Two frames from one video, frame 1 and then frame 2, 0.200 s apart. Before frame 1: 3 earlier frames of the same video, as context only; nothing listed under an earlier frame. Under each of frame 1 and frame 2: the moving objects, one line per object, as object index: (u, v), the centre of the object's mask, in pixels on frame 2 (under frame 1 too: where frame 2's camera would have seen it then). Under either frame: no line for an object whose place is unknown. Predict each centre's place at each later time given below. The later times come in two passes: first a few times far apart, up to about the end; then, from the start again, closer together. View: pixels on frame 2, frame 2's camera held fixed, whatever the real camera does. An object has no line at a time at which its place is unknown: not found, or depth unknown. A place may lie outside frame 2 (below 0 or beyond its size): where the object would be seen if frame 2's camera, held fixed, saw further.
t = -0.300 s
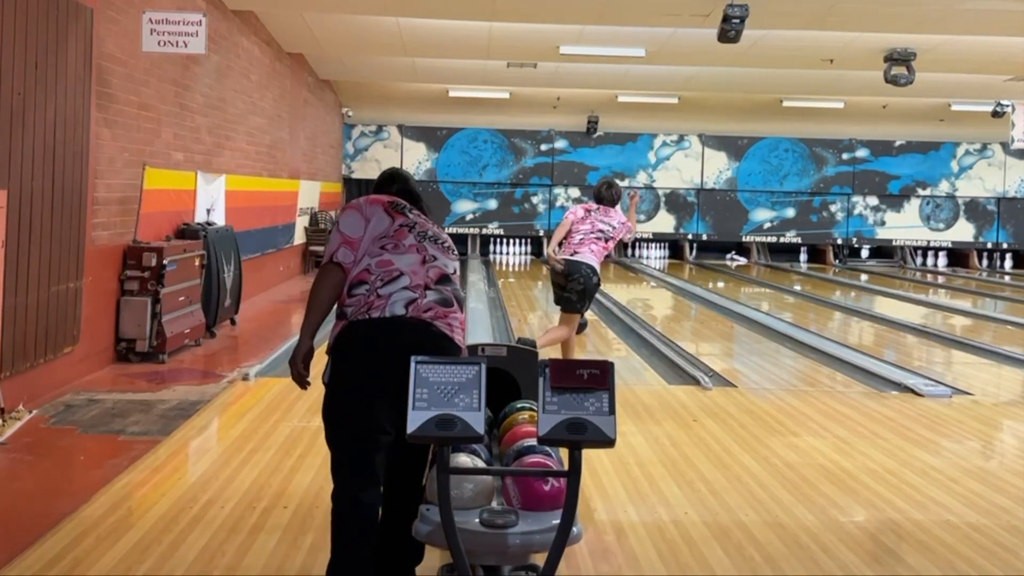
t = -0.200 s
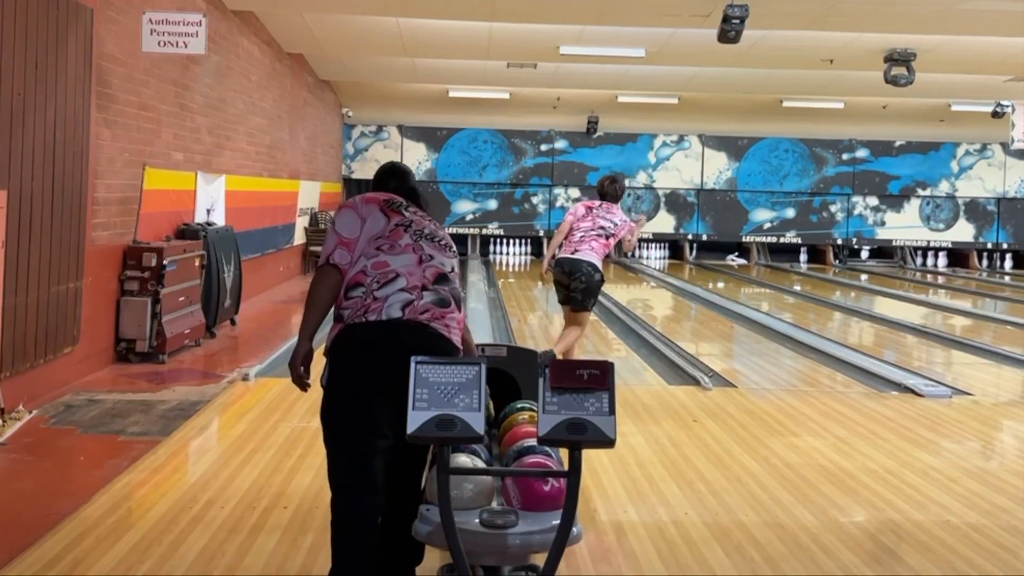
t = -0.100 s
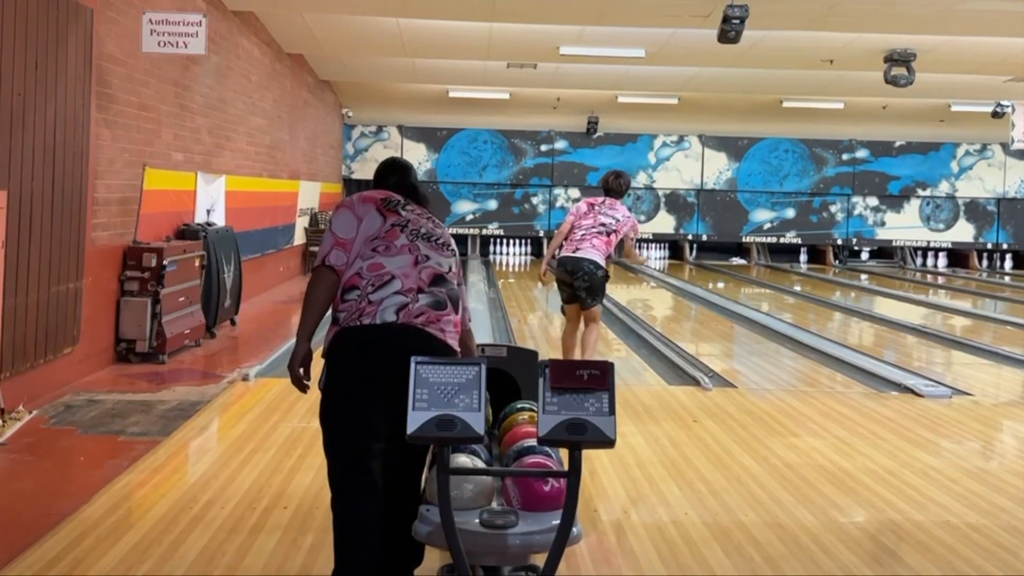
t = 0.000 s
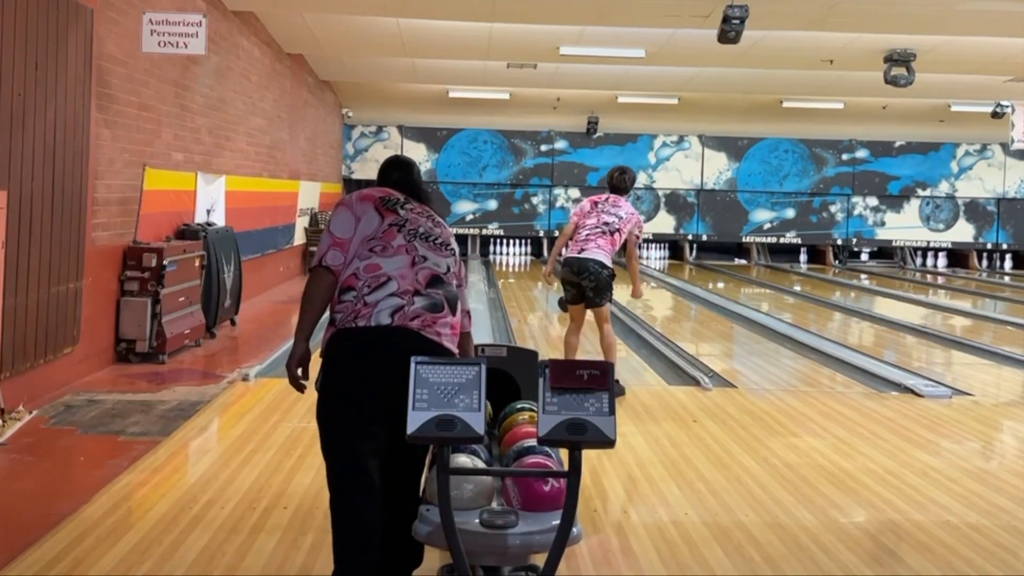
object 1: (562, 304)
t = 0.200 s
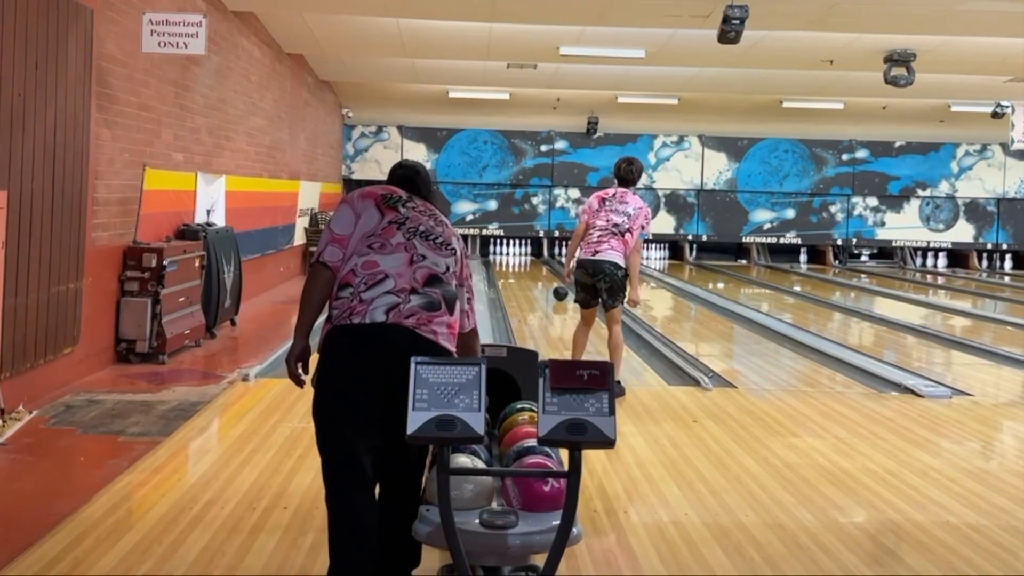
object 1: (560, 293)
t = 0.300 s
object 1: (557, 289)
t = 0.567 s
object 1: (551, 279)
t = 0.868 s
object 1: (544, 270)
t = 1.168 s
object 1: (536, 263)
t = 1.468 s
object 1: (526, 257)
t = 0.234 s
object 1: (559, 291)
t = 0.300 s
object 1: (557, 289)
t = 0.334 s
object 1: (557, 287)
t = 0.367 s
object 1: (556, 286)
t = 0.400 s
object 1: (555, 284)
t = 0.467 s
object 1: (553, 282)
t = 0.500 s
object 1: (553, 280)
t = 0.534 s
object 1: (552, 279)
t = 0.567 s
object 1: (551, 279)
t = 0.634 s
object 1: (549, 276)
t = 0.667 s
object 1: (548, 275)
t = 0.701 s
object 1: (548, 274)
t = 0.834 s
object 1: (545, 270)
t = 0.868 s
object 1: (544, 270)
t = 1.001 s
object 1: (541, 267)
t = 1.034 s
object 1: (540, 266)
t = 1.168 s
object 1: (536, 263)
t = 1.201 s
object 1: (536, 262)
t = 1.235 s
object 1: (535, 261)
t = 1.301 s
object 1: (532, 259)
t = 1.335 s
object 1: (531, 259)
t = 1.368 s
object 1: (530, 259)
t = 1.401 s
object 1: (529, 258)
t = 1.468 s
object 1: (526, 257)
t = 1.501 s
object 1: (525, 256)
